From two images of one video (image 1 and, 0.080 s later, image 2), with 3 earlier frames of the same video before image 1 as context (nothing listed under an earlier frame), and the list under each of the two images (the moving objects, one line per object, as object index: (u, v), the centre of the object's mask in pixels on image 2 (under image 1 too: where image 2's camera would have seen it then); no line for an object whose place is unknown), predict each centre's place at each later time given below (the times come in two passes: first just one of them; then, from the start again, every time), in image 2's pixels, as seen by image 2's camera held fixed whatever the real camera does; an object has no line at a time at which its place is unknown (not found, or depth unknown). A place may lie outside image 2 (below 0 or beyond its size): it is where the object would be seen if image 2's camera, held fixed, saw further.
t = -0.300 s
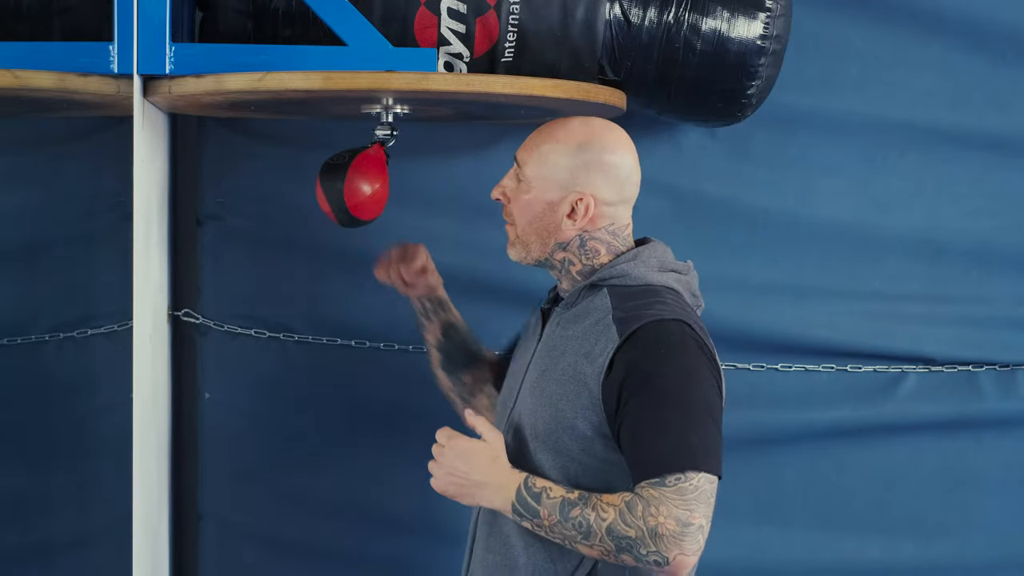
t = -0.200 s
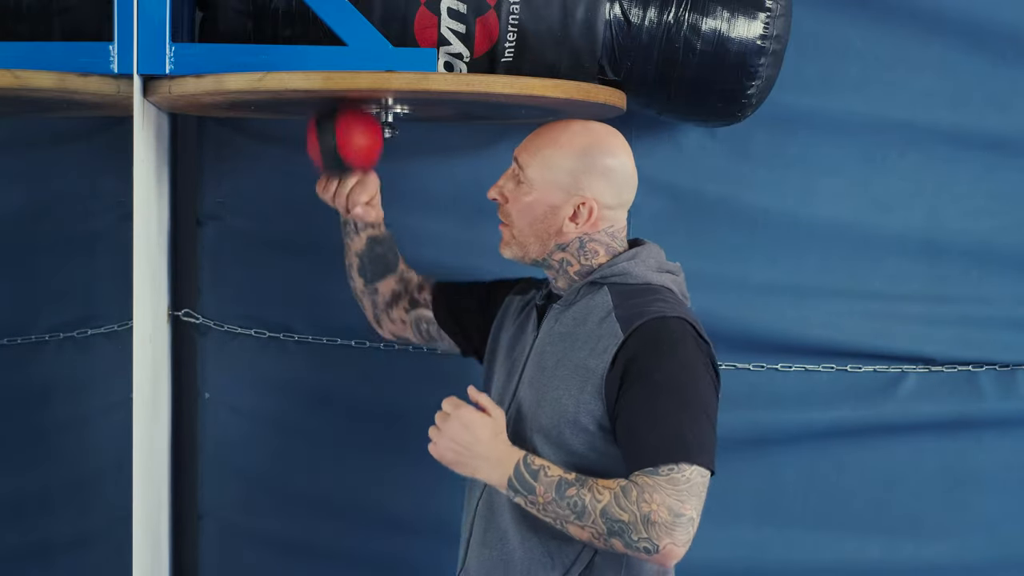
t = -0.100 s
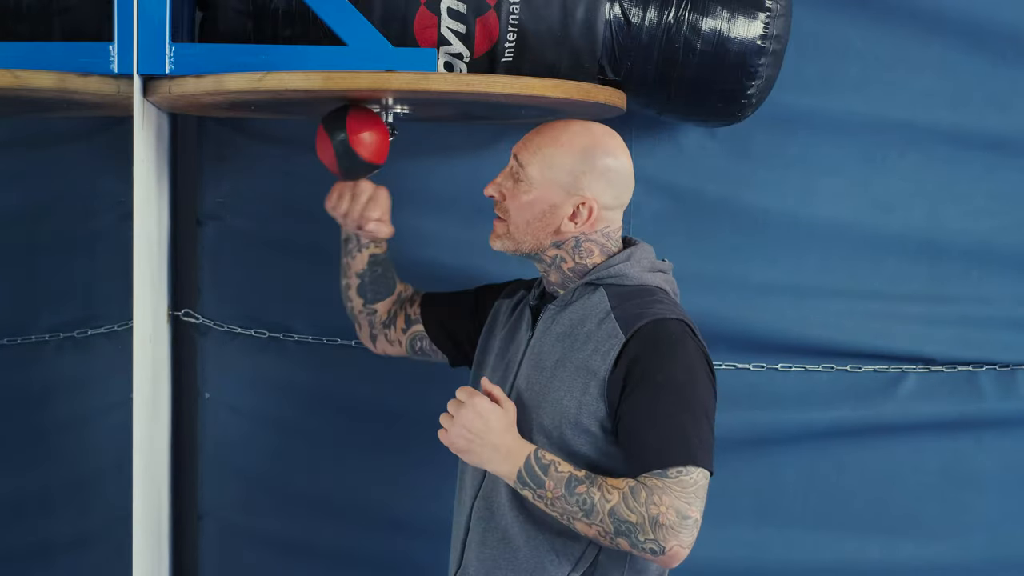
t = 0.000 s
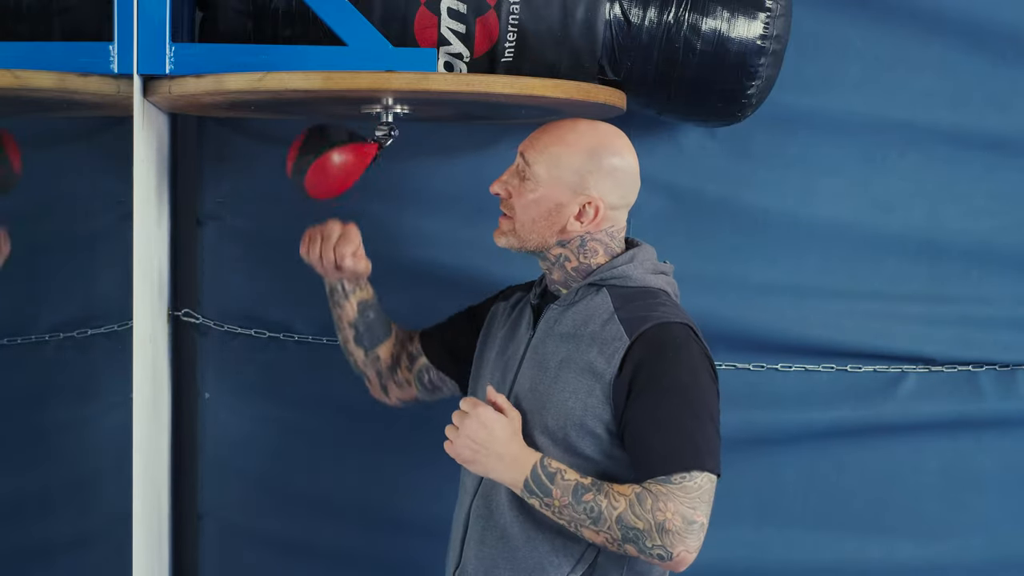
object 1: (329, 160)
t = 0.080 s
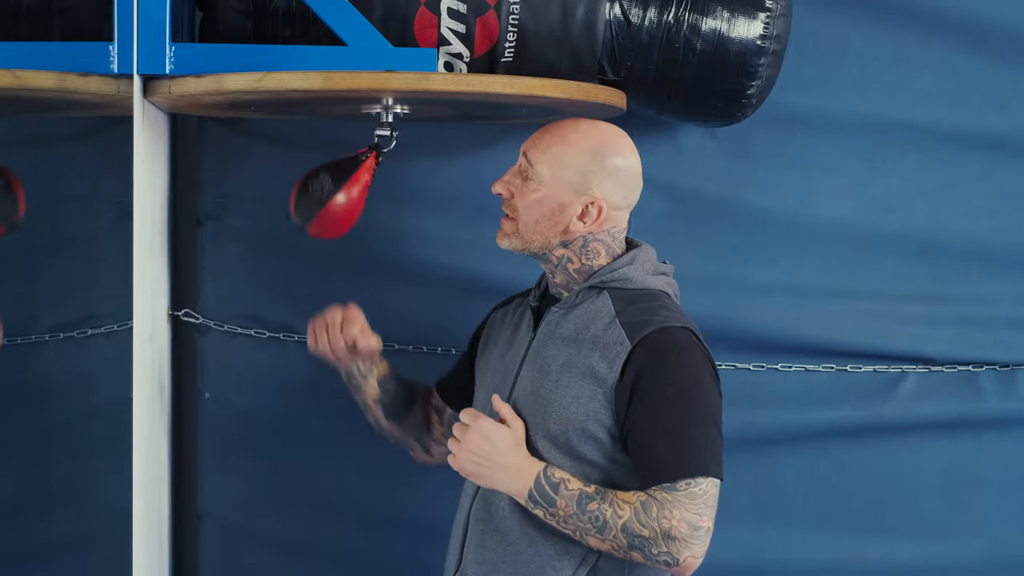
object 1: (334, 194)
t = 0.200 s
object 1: (400, 204)
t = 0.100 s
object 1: (341, 201)
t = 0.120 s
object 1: (351, 206)
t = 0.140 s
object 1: (363, 208)
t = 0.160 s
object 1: (375, 209)
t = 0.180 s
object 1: (387, 208)
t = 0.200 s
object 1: (400, 204)
